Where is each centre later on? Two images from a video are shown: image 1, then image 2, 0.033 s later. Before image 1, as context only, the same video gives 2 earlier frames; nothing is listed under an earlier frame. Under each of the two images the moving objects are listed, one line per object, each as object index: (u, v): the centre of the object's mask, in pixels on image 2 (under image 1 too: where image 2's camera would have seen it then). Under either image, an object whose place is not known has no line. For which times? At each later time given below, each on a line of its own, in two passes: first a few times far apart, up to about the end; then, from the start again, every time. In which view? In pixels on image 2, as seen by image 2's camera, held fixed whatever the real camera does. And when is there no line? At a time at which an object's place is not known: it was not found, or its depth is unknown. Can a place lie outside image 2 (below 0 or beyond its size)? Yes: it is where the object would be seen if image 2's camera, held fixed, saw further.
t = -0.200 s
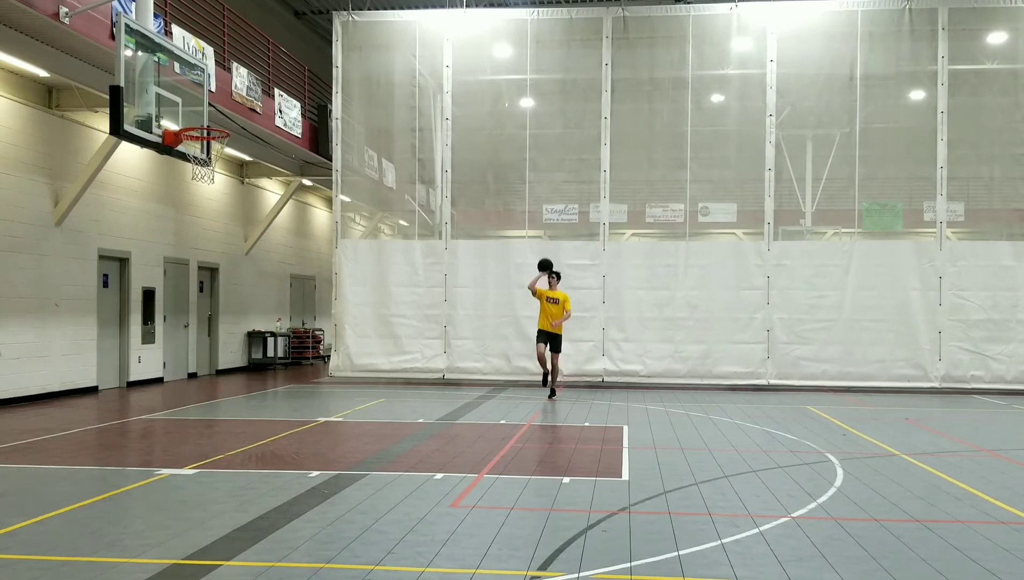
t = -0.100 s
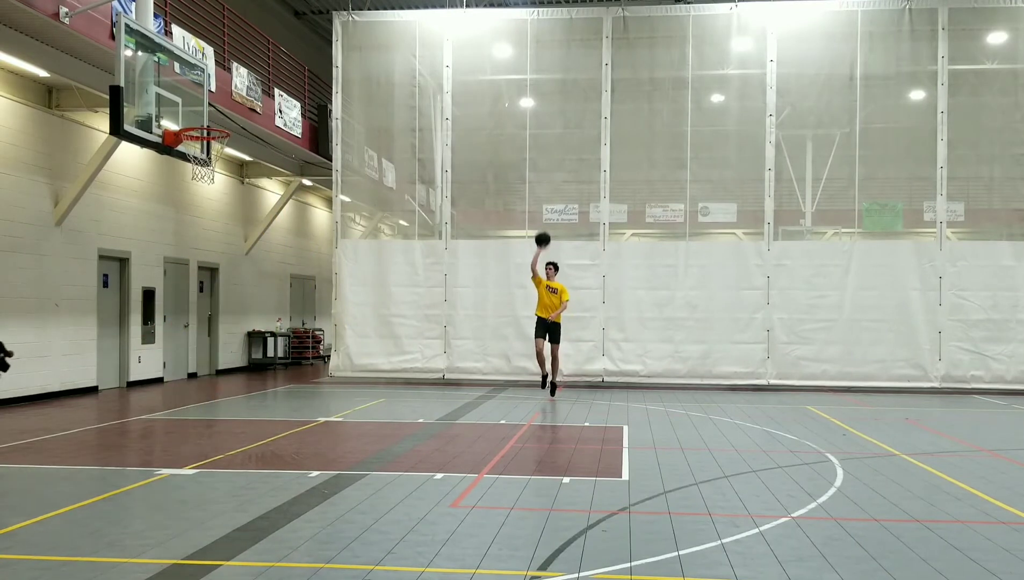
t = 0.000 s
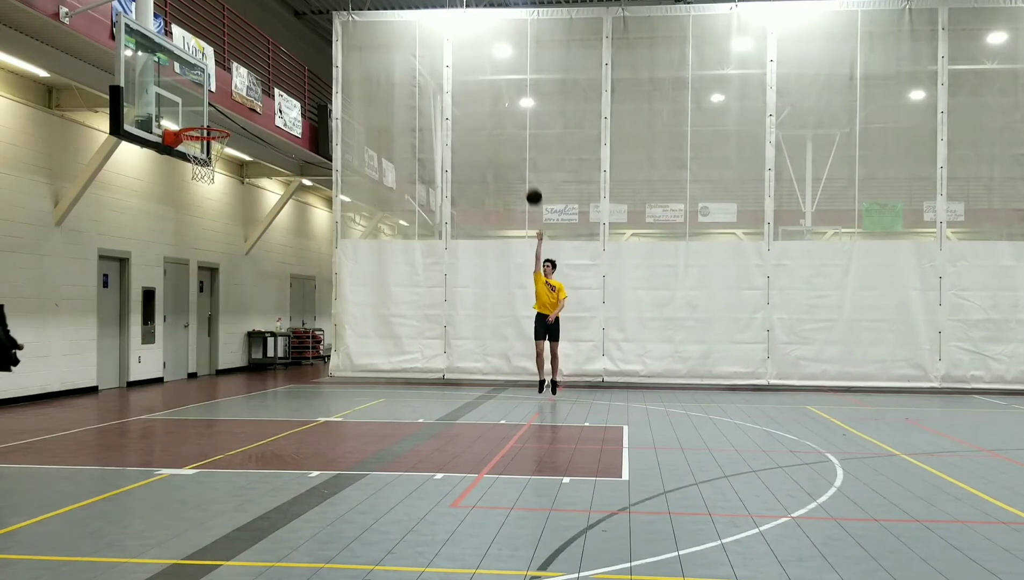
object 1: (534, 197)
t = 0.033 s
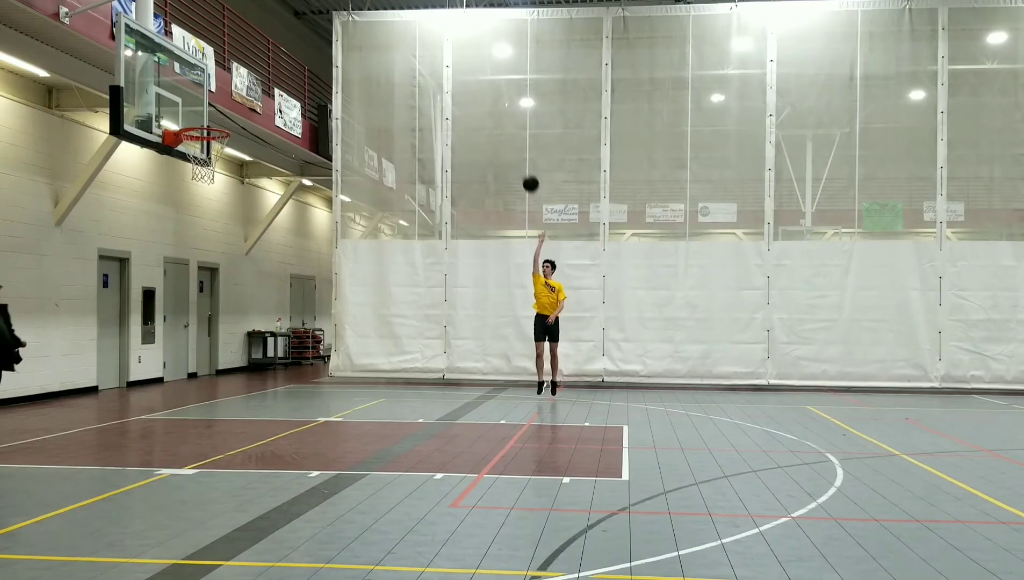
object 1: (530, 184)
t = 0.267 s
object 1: (507, 110)
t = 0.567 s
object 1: (475, 67)
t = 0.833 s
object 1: (443, 84)
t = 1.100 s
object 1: (408, 158)
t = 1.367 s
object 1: (372, 294)
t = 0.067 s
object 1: (527, 171)
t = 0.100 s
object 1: (524, 159)
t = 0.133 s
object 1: (521, 148)
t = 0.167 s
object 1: (517, 138)
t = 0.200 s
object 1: (514, 128)
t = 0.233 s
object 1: (511, 118)
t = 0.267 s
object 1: (507, 110)
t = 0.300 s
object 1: (504, 102)
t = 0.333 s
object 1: (500, 95)
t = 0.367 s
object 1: (497, 89)
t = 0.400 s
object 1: (493, 83)
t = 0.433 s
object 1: (489, 79)
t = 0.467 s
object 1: (486, 75)
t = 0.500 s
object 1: (482, 71)
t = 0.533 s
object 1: (478, 69)
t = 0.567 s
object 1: (475, 67)
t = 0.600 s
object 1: (471, 66)
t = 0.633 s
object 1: (467, 66)
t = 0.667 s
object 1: (463, 67)
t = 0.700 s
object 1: (459, 69)
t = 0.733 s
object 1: (455, 72)
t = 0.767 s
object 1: (451, 75)
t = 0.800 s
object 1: (447, 79)
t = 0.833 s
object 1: (443, 84)
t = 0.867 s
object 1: (438, 90)
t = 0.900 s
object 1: (434, 97)
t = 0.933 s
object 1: (430, 104)
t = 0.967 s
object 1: (425, 114)
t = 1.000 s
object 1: (421, 123)
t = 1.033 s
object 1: (417, 134)
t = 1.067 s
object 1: (412, 146)
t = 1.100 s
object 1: (408, 158)
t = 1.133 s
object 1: (404, 171)
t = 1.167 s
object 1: (399, 186)
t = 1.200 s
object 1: (394, 202)
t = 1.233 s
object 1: (390, 218)
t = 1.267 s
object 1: (385, 236)
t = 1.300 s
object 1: (381, 255)
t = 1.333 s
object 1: (376, 274)
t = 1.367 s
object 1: (372, 294)
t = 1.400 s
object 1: (367, 317)
